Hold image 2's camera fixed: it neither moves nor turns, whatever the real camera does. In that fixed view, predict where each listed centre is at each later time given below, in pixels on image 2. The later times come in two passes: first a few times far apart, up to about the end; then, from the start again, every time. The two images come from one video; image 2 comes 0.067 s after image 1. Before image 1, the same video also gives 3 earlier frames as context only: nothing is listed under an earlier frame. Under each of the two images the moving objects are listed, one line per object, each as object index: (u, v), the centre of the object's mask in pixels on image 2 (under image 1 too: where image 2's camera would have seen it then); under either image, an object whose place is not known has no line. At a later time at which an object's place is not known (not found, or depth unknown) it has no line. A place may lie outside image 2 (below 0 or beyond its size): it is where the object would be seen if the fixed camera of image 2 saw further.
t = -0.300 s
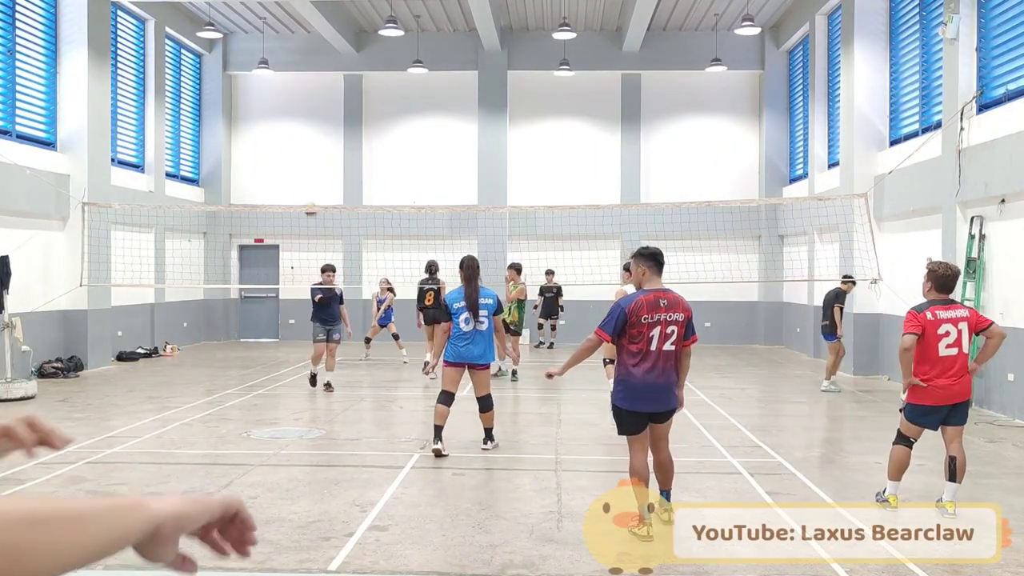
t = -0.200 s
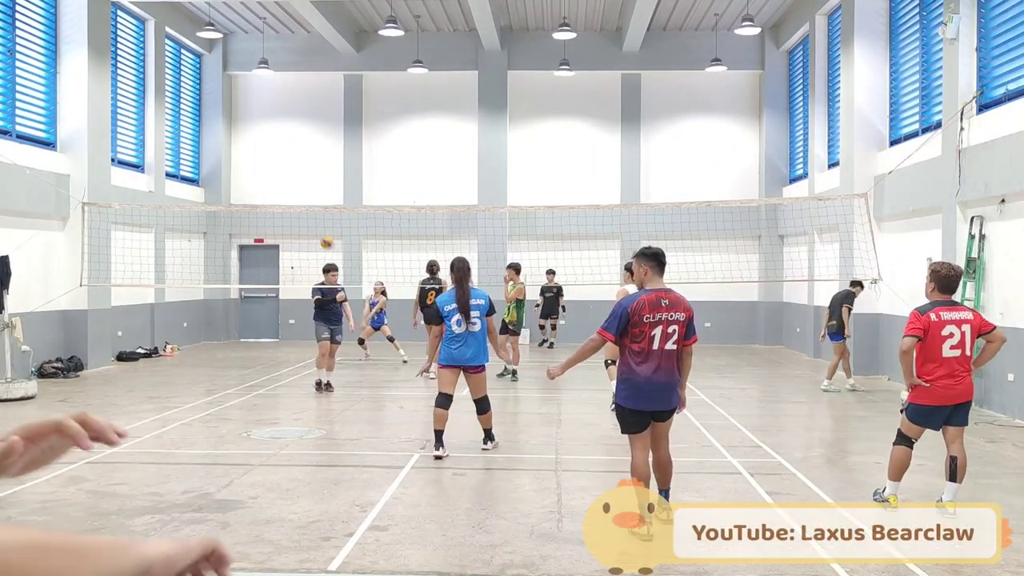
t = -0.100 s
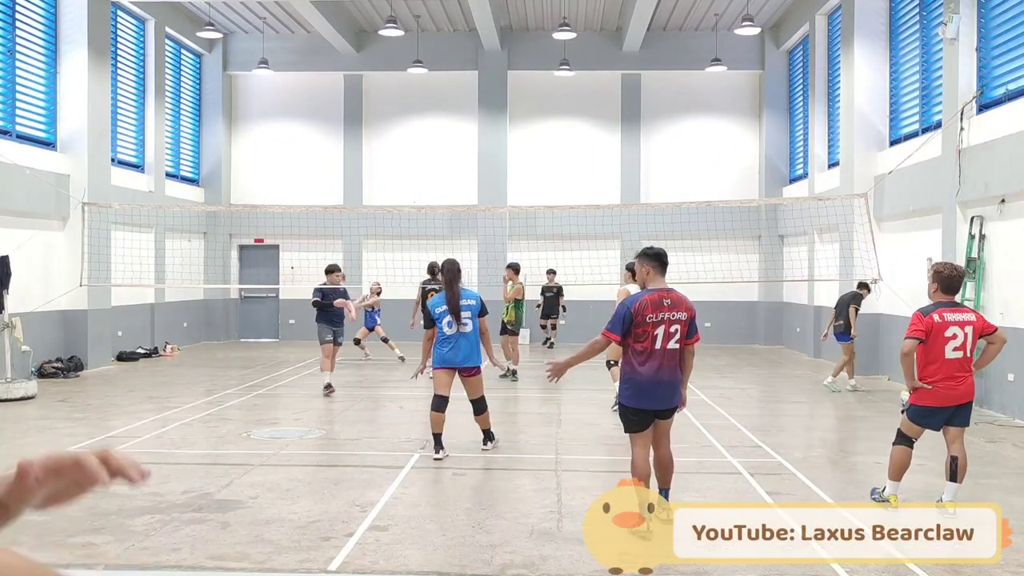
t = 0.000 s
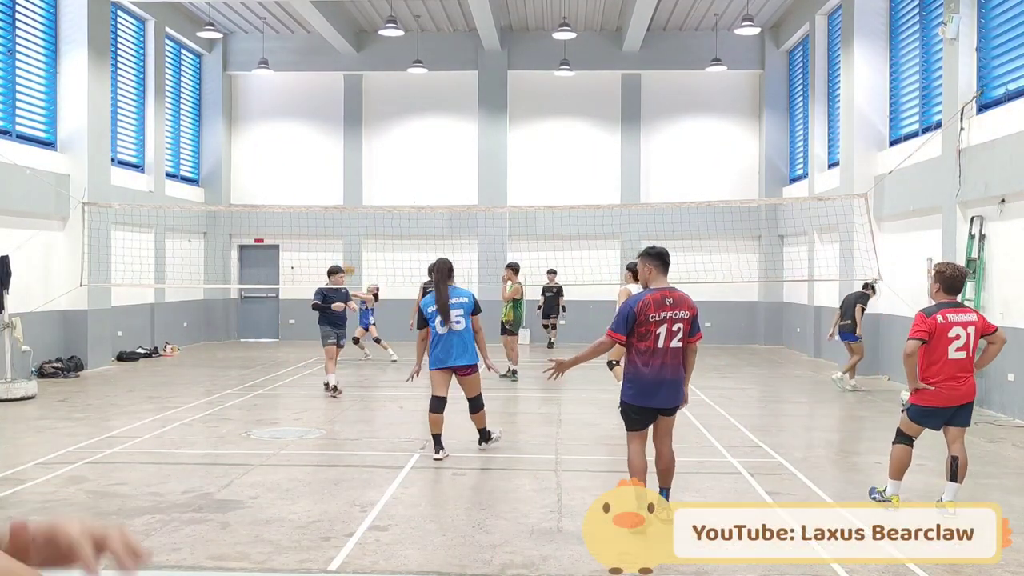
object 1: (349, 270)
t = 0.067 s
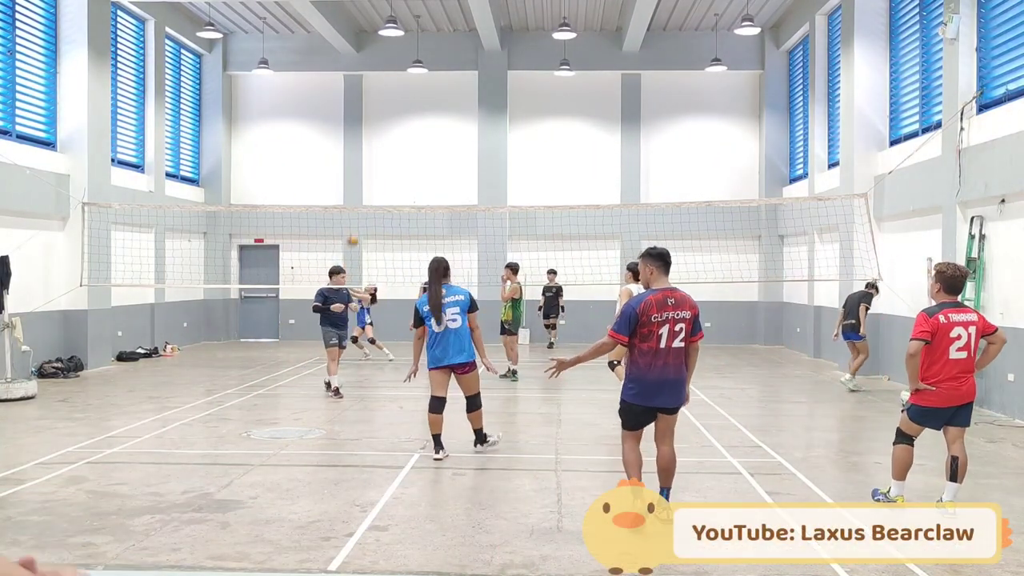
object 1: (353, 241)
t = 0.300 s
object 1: (365, 166)
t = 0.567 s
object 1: (380, 123)
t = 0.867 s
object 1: (394, 122)
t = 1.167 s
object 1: (407, 163)
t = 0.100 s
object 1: (354, 227)
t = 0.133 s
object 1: (356, 216)
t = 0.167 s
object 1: (357, 203)
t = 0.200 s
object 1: (359, 193)
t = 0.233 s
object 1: (362, 183)
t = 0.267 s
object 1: (363, 174)
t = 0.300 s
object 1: (365, 166)
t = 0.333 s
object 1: (367, 158)
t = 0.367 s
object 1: (369, 151)
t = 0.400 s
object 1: (370, 145)
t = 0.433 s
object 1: (372, 139)
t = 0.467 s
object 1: (374, 134)
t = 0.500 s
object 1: (376, 130)
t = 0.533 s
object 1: (378, 127)
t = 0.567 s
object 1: (380, 123)
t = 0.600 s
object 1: (381, 121)
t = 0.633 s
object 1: (383, 119)
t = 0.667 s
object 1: (385, 118)
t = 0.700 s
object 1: (386, 117)
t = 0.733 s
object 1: (388, 117)
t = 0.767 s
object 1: (389, 118)
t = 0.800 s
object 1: (391, 118)
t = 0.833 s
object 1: (393, 120)
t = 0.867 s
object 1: (394, 122)
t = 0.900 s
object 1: (396, 125)
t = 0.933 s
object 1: (397, 128)
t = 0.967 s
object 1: (399, 132)
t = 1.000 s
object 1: (400, 136)
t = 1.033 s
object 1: (402, 140)
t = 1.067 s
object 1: (403, 145)
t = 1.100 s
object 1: (404, 151)
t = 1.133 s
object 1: (405, 157)
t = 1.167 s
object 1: (407, 163)
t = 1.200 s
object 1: (408, 170)
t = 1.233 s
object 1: (410, 177)
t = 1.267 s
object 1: (410, 184)
